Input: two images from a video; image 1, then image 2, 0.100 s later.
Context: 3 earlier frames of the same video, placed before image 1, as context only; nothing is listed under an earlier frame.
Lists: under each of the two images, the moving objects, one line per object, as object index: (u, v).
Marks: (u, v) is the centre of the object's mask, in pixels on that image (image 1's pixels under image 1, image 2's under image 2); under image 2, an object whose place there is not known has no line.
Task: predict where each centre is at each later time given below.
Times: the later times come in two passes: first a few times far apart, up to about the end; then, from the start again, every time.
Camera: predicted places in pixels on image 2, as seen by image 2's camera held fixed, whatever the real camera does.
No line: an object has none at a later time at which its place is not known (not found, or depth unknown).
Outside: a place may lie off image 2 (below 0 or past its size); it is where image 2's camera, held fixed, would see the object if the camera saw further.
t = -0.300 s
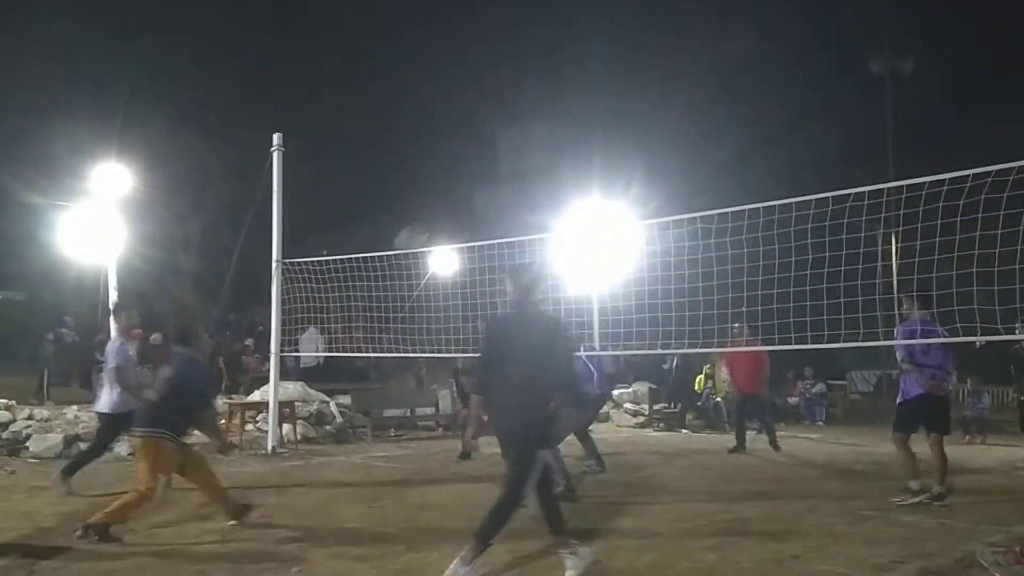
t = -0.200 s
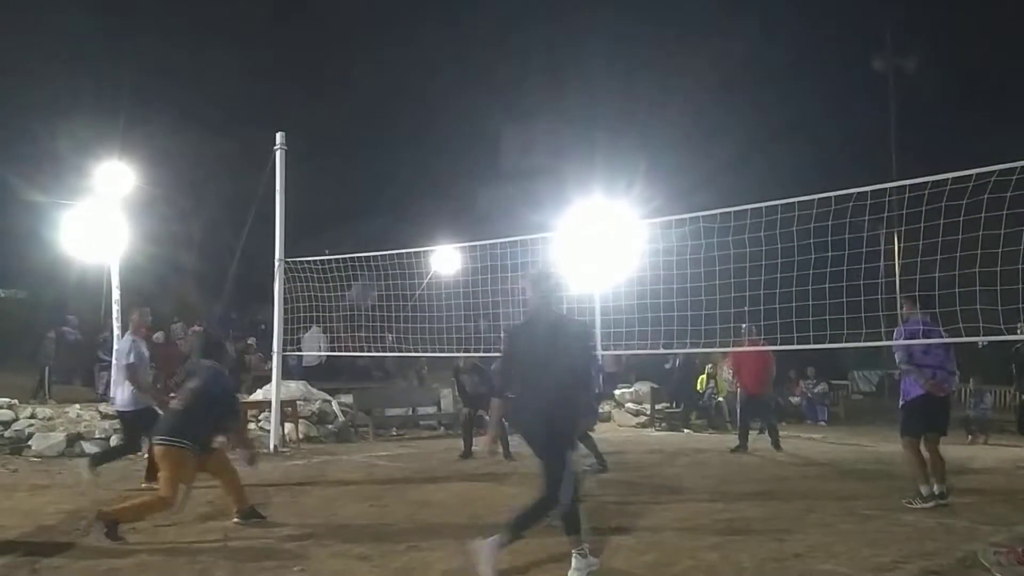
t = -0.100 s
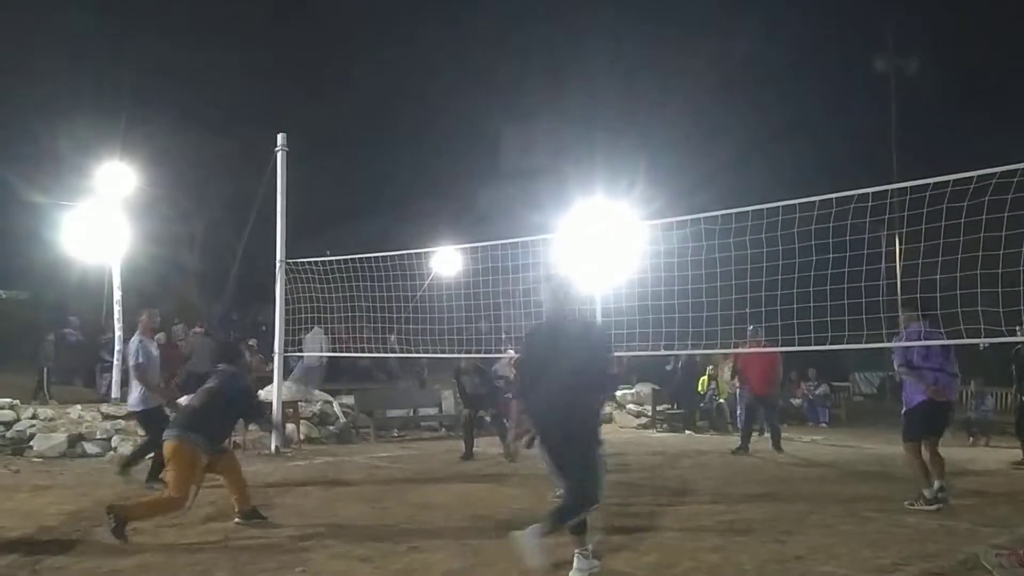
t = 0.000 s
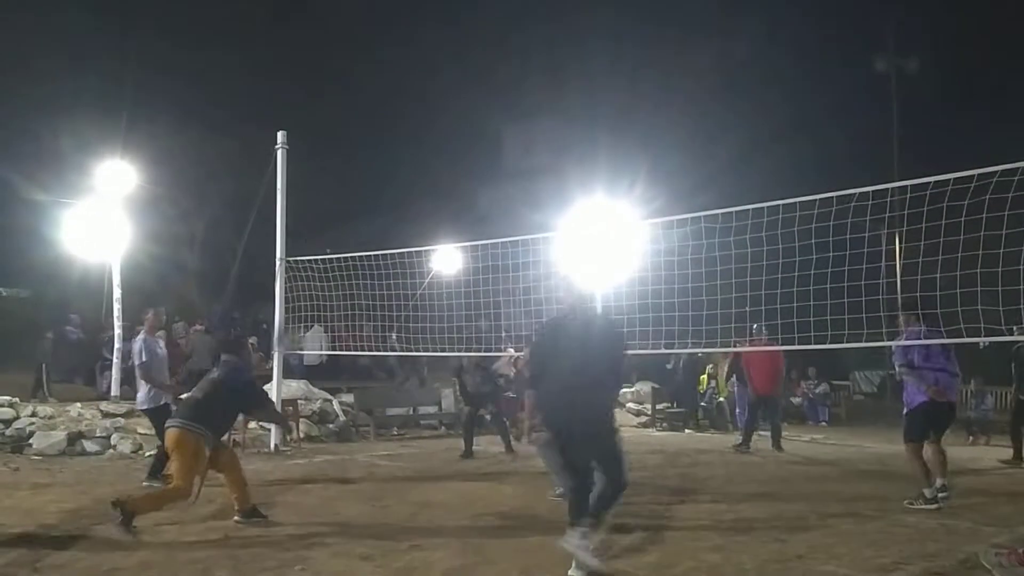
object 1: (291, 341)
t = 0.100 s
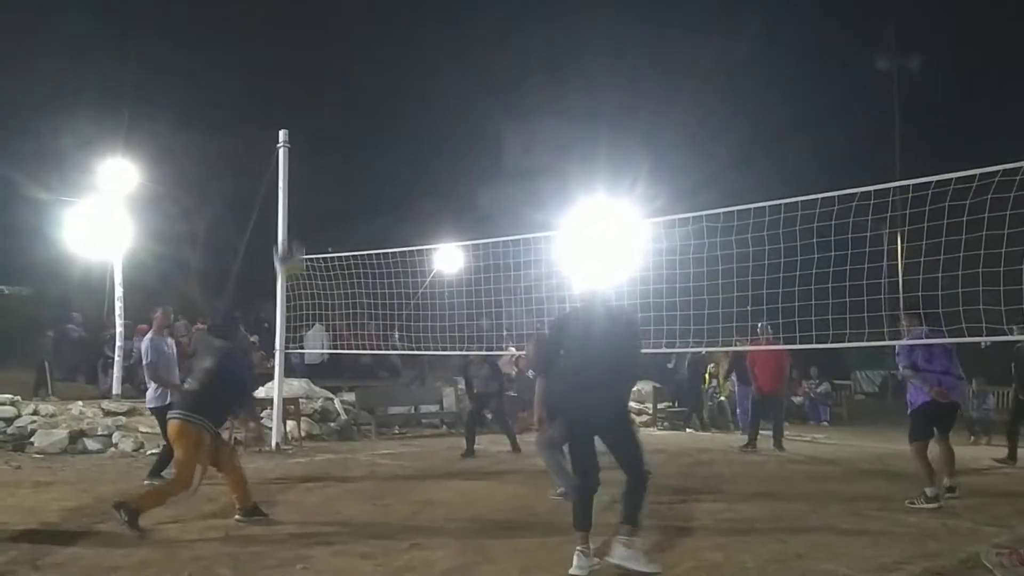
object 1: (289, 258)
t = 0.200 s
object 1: (292, 190)
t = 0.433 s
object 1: (290, 79)
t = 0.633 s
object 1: (289, 42)
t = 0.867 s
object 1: (287, 66)
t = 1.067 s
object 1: (286, 146)
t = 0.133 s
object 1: (292, 234)
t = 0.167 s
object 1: (291, 210)
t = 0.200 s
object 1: (292, 190)
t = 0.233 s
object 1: (291, 169)
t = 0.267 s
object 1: (291, 150)
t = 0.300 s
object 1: (290, 134)
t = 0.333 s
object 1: (291, 118)
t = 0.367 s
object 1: (291, 105)
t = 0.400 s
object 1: (290, 91)
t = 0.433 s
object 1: (290, 79)
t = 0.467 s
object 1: (289, 71)
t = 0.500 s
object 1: (290, 63)
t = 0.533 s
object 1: (290, 56)
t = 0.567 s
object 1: (290, 50)
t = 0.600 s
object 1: (290, 46)
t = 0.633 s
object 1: (289, 42)
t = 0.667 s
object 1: (289, 41)
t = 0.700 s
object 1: (288, 42)
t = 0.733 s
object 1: (288, 44)
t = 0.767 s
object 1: (289, 47)
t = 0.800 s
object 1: (288, 52)
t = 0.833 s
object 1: (287, 58)
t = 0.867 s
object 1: (287, 66)
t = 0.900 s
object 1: (287, 77)
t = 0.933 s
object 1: (288, 87)
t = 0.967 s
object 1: (287, 99)
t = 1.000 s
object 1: (287, 114)
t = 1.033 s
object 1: (287, 129)
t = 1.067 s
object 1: (286, 146)
